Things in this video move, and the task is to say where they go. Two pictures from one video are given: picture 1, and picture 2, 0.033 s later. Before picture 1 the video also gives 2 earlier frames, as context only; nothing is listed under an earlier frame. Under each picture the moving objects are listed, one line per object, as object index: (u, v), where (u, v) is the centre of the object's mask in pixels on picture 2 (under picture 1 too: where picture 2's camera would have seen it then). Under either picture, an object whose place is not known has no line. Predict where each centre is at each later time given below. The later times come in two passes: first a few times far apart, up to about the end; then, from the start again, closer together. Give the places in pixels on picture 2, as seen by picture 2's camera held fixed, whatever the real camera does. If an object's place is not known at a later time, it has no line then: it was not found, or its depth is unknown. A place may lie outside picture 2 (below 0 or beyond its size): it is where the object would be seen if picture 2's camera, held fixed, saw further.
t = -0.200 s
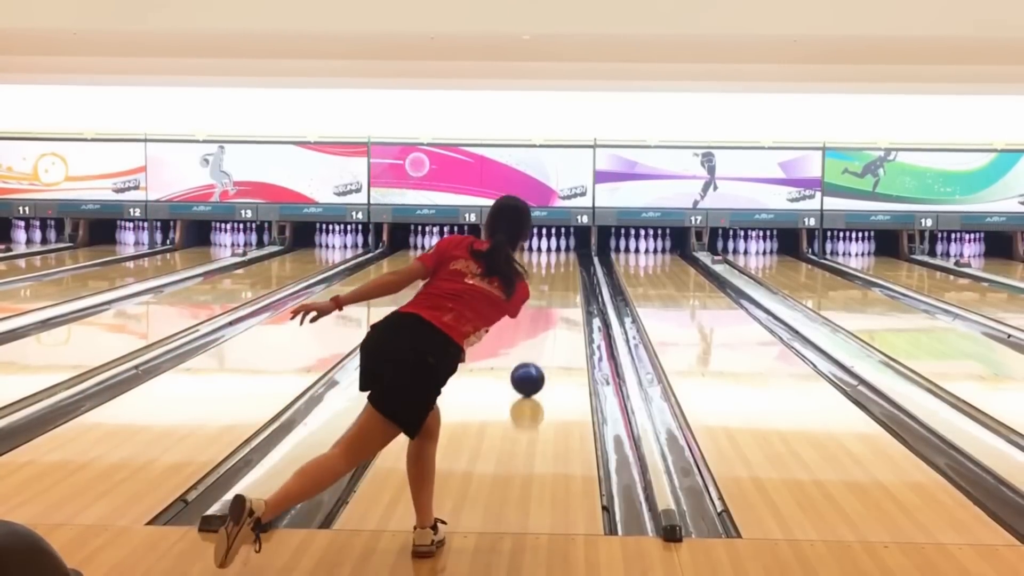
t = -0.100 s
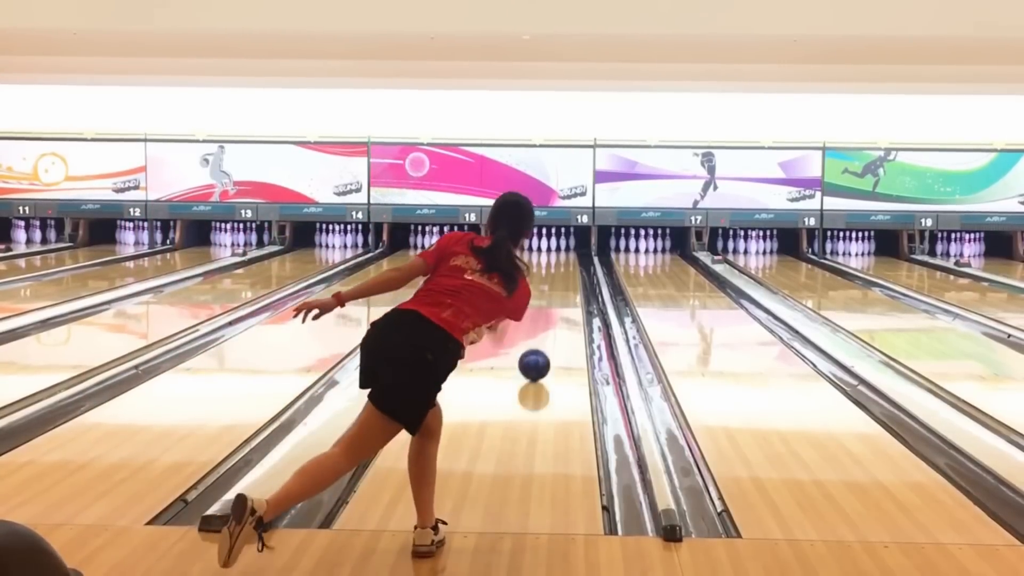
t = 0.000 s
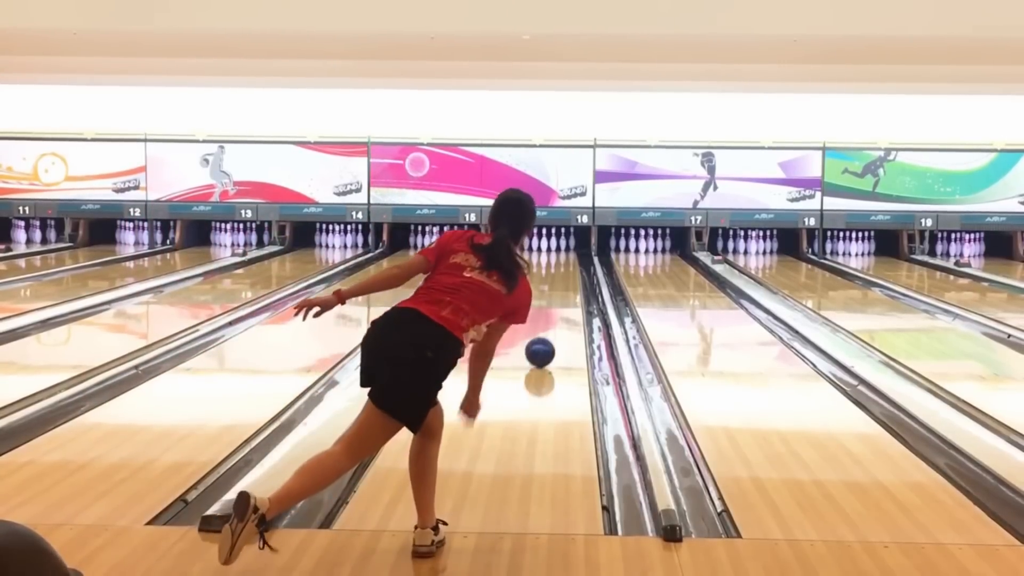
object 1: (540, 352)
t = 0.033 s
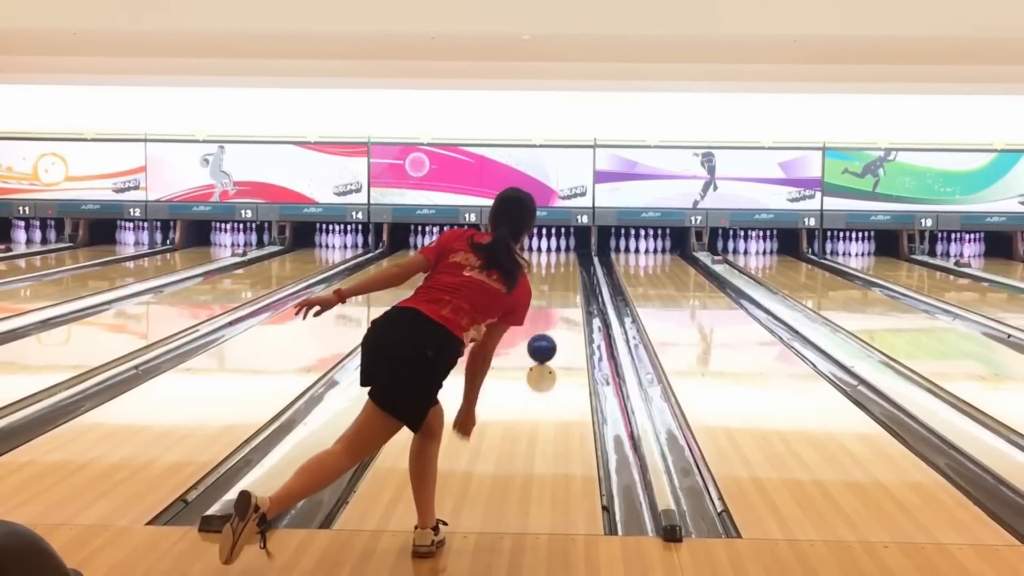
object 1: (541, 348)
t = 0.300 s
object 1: (553, 322)
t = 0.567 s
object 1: (560, 303)
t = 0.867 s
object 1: (565, 285)
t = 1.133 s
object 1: (567, 274)
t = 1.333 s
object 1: (567, 265)
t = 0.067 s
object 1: (543, 344)
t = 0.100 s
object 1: (545, 341)
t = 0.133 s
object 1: (546, 338)
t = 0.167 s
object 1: (548, 334)
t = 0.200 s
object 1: (549, 331)
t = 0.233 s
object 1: (550, 328)
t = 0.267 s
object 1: (551, 325)
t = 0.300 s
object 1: (553, 322)
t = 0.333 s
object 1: (554, 320)
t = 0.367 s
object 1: (555, 317)
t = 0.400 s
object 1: (556, 314)
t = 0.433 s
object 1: (557, 312)
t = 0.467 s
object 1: (557, 310)
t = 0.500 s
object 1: (558, 307)
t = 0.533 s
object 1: (559, 305)
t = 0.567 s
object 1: (560, 303)
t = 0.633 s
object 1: (561, 299)
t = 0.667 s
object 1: (562, 297)
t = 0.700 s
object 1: (562, 295)
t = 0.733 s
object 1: (563, 291)
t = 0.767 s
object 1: (564, 289)
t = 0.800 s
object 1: (564, 288)
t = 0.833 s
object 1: (565, 286)
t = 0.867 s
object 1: (565, 285)
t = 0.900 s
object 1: (565, 283)
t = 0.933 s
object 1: (566, 282)
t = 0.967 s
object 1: (566, 280)
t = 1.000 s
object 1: (566, 279)
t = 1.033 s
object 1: (566, 278)
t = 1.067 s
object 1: (567, 276)
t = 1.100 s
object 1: (567, 275)
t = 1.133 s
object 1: (567, 274)
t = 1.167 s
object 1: (567, 273)
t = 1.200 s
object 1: (567, 270)
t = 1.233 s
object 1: (567, 269)
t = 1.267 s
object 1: (567, 268)
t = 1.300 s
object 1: (567, 267)
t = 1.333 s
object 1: (567, 265)
